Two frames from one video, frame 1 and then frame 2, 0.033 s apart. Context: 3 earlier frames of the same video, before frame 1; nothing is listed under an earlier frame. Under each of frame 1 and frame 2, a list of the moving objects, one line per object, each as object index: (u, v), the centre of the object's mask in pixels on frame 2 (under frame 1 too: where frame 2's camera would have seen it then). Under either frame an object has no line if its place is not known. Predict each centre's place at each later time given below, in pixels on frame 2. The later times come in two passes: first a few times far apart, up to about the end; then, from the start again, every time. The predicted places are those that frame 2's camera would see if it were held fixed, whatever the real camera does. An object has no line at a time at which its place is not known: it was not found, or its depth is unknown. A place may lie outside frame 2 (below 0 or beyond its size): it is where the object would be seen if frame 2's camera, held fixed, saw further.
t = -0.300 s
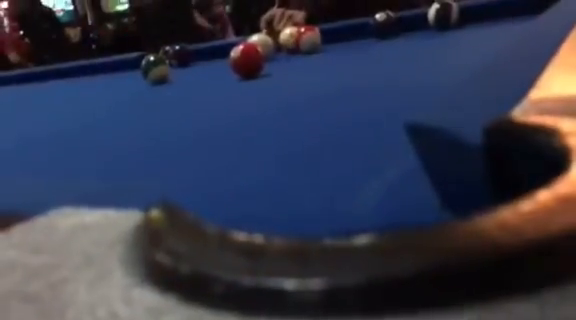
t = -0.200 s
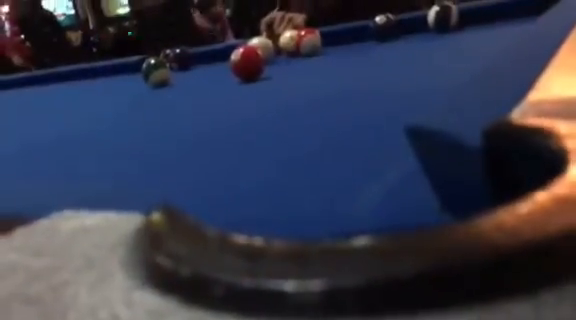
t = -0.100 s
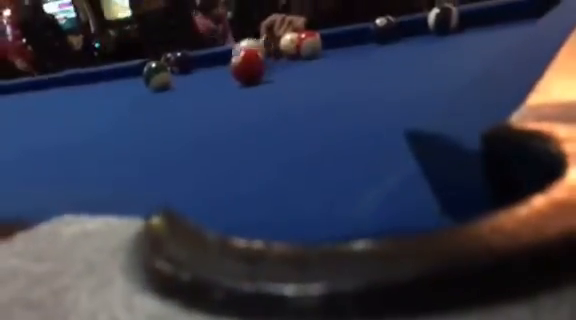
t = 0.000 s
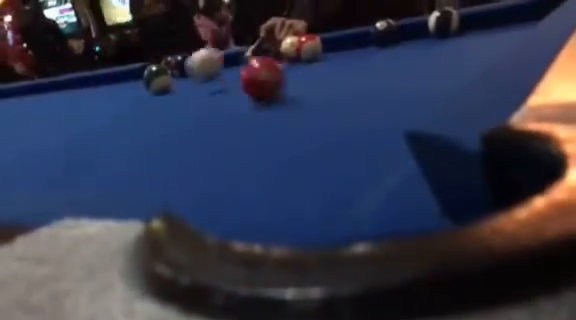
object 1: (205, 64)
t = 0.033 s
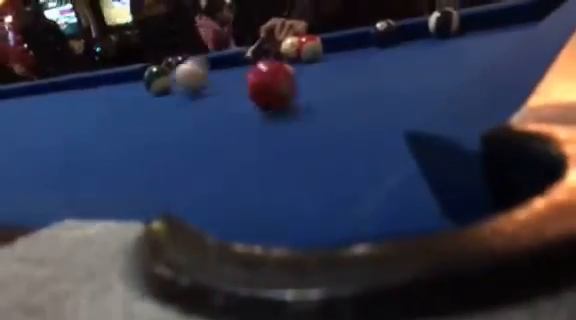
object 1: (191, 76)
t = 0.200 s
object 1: (113, 99)
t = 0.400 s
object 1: (9, 125)
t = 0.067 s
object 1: (175, 77)
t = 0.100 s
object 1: (160, 82)
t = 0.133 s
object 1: (148, 87)
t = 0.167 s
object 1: (130, 92)
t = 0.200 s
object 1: (113, 99)
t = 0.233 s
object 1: (97, 103)
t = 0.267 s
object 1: (79, 105)
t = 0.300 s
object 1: (60, 110)
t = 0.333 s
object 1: (43, 113)
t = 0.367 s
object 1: (23, 119)
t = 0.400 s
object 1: (9, 125)
